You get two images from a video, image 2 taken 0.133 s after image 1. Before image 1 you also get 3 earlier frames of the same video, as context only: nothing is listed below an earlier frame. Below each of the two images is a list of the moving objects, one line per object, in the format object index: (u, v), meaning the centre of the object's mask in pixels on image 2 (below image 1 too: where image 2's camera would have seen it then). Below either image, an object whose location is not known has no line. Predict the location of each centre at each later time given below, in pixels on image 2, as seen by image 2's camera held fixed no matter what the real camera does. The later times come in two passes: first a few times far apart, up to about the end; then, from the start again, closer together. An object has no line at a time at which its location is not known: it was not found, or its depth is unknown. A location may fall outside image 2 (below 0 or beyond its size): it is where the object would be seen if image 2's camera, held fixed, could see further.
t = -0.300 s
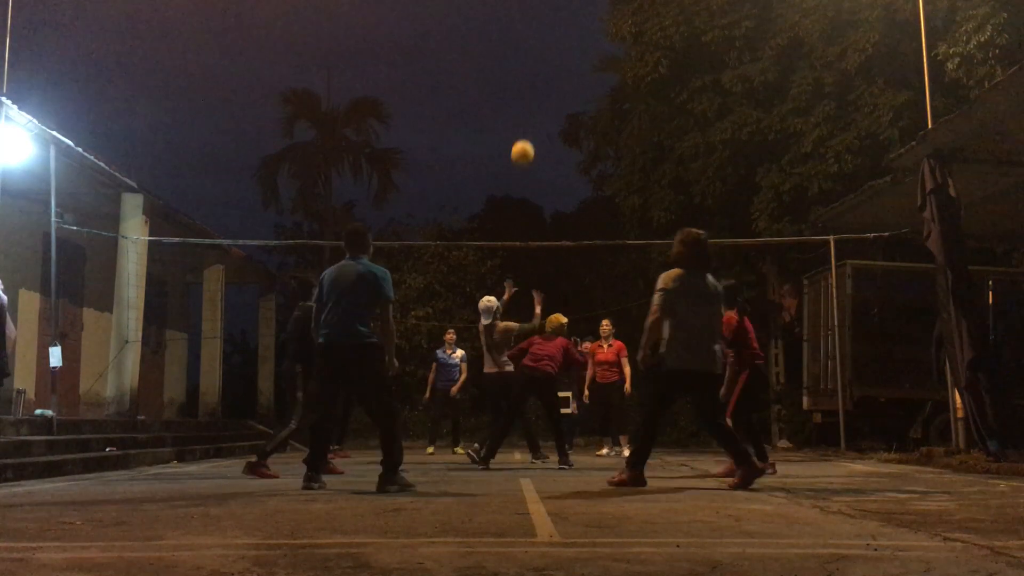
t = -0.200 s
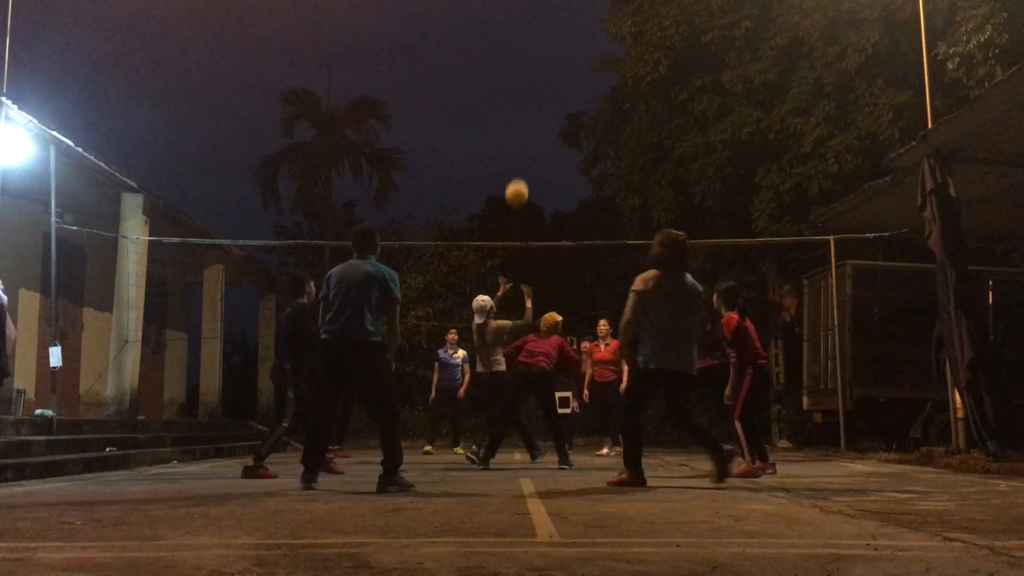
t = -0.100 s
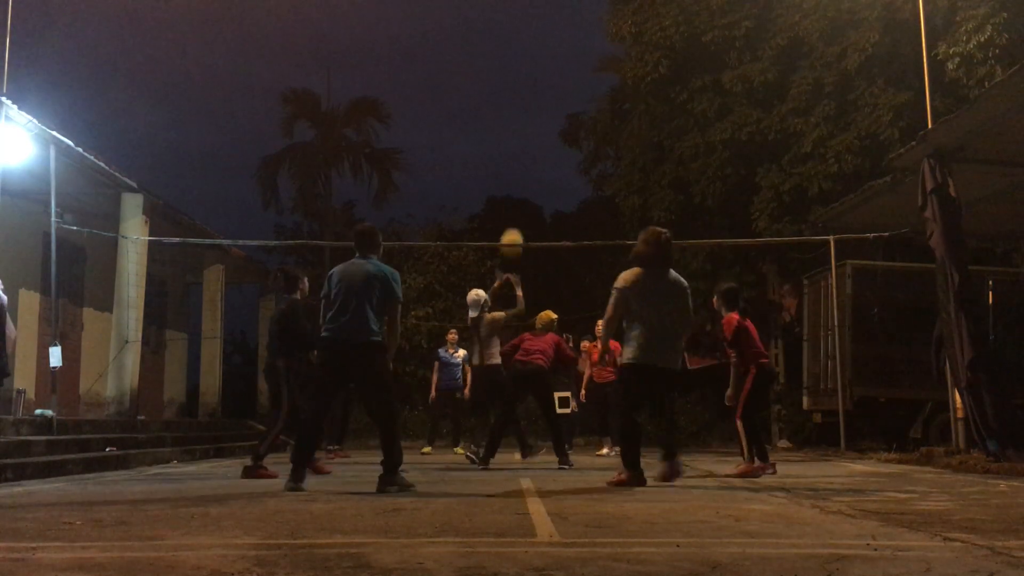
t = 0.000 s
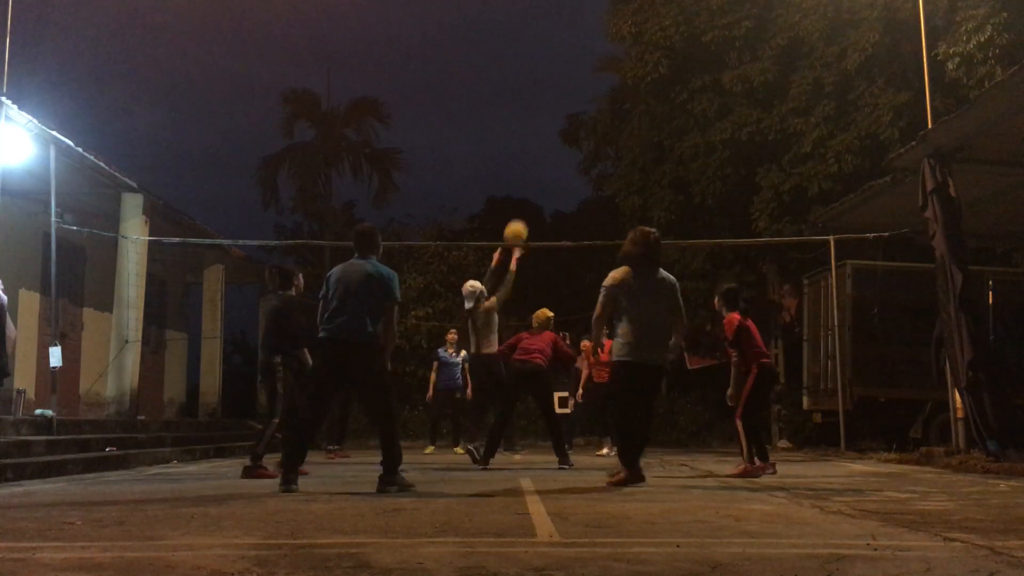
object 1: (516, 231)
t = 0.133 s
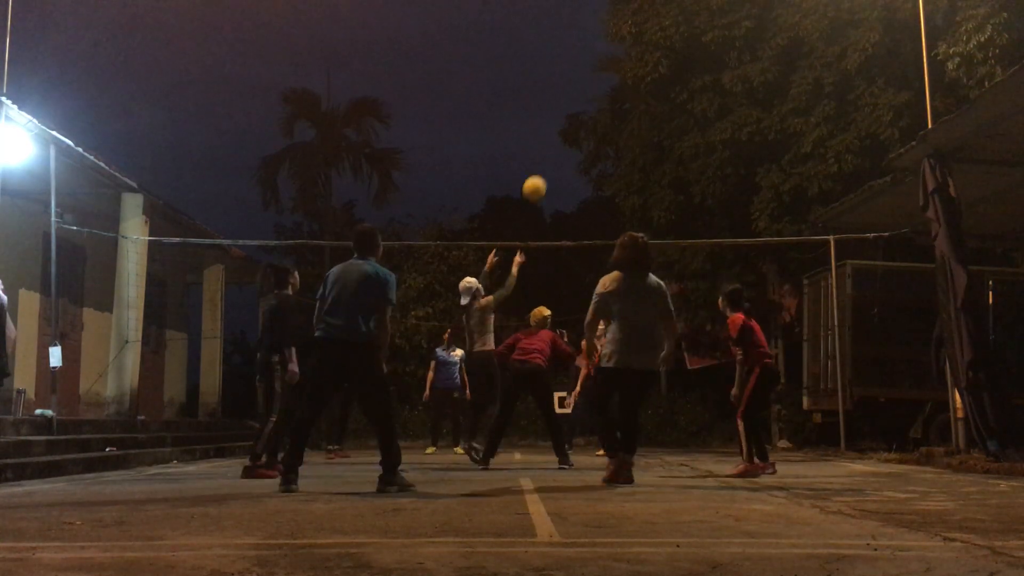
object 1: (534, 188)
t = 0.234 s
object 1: (548, 166)
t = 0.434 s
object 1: (574, 150)
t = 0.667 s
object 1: (602, 175)
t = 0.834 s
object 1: (622, 220)
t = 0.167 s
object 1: (539, 179)
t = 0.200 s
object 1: (544, 172)
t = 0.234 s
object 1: (548, 166)
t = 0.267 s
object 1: (553, 161)
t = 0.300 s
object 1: (557, 156)
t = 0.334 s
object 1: (561, 153)
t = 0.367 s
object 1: (566, 151)
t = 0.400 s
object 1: (570, 150)
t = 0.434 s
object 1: (574, 150)
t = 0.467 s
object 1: (578, 151)
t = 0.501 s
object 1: (582, 153)
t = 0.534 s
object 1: (586, 155)
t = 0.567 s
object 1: (590, 159)
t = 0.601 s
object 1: (594, 164)
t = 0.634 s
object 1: (599, 169)
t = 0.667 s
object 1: (602, 175)
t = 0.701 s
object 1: (607, 183)
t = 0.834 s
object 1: (622, 220)
